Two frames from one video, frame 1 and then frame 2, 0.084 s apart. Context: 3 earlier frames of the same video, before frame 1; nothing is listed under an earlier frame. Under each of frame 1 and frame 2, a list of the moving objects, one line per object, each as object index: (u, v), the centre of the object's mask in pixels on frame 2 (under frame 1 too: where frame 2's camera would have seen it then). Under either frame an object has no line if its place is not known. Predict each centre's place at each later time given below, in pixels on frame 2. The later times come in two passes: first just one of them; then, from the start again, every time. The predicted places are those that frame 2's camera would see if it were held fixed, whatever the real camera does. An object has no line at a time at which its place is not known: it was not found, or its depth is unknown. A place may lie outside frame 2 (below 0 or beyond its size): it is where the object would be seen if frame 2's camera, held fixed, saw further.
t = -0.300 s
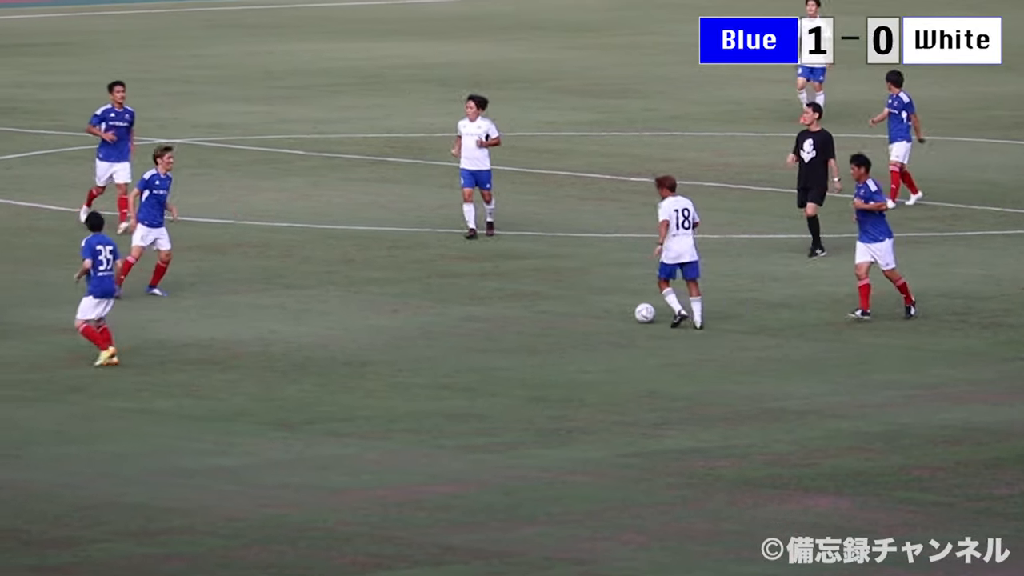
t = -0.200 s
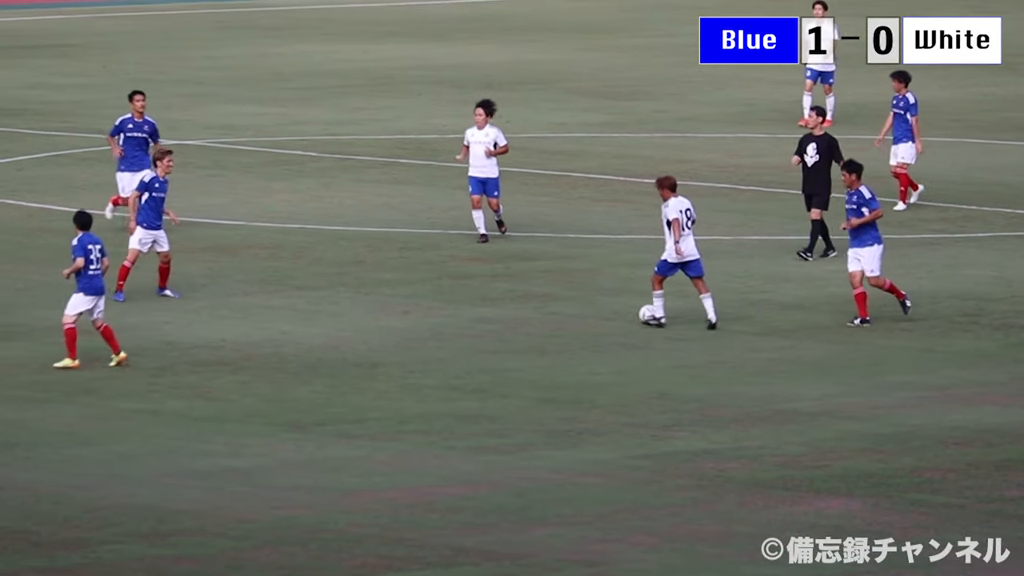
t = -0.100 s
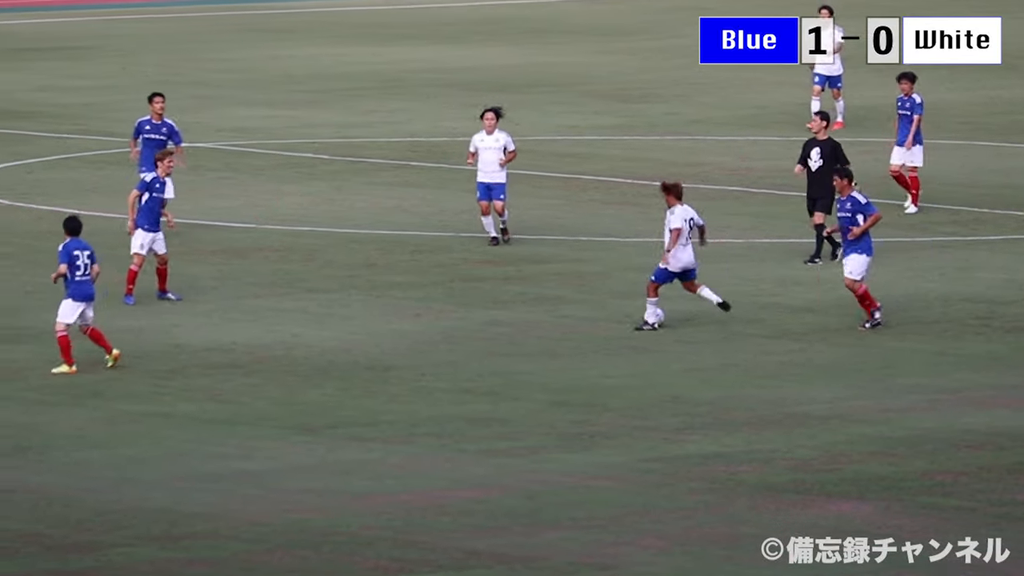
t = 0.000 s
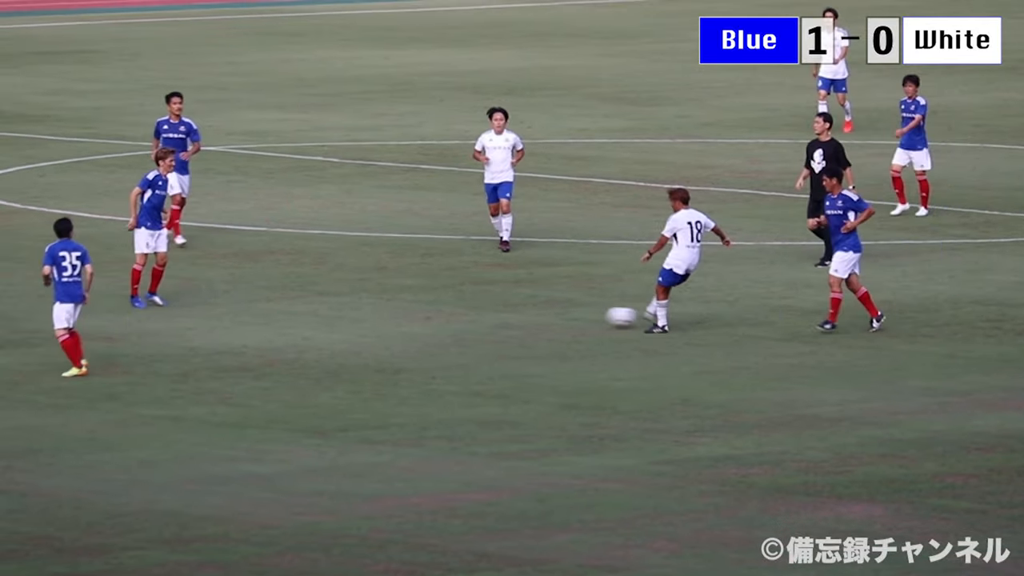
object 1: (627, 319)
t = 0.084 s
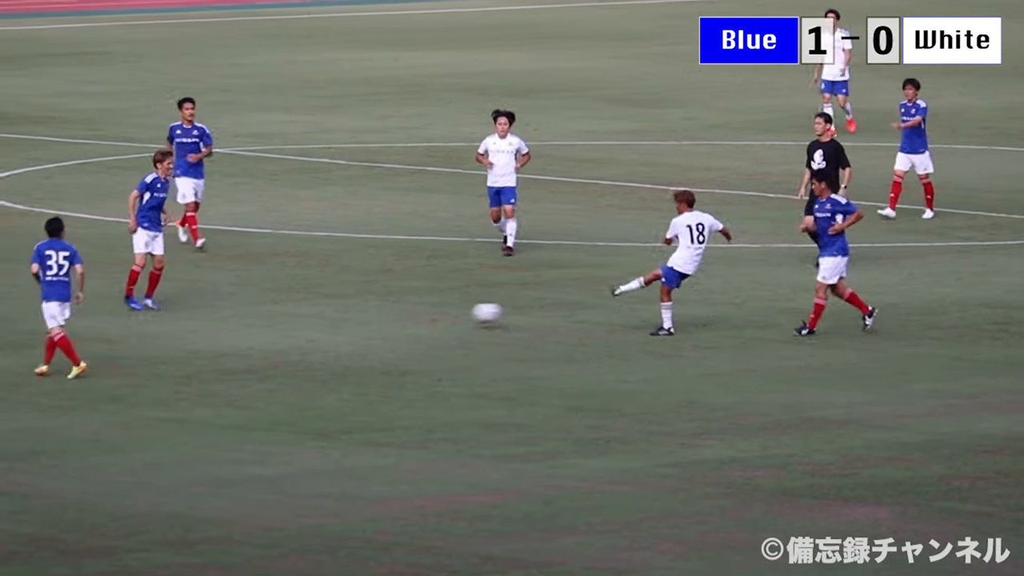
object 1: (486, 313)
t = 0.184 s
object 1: (322, 317)
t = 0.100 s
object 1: (458, 313)
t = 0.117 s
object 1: (431, 314)
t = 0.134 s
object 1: (403, 314)
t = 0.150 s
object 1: (376, 315)
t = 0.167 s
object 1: (348, 316)
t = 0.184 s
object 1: (322, 317)
